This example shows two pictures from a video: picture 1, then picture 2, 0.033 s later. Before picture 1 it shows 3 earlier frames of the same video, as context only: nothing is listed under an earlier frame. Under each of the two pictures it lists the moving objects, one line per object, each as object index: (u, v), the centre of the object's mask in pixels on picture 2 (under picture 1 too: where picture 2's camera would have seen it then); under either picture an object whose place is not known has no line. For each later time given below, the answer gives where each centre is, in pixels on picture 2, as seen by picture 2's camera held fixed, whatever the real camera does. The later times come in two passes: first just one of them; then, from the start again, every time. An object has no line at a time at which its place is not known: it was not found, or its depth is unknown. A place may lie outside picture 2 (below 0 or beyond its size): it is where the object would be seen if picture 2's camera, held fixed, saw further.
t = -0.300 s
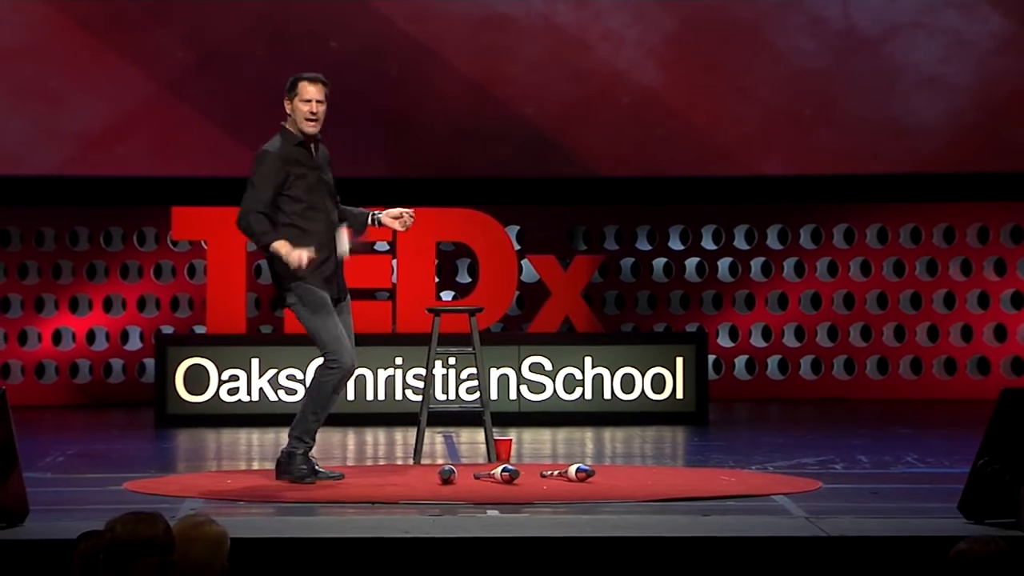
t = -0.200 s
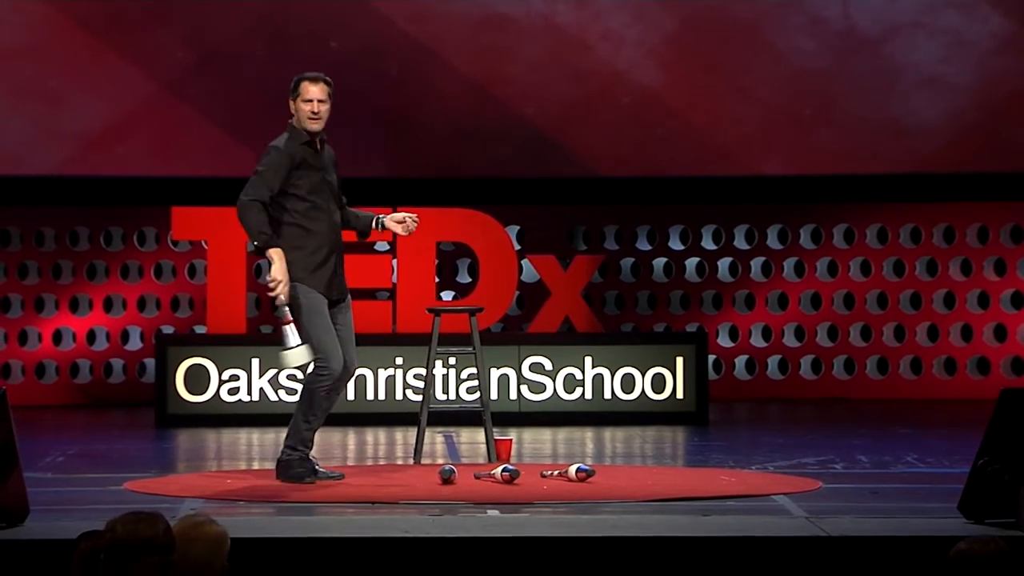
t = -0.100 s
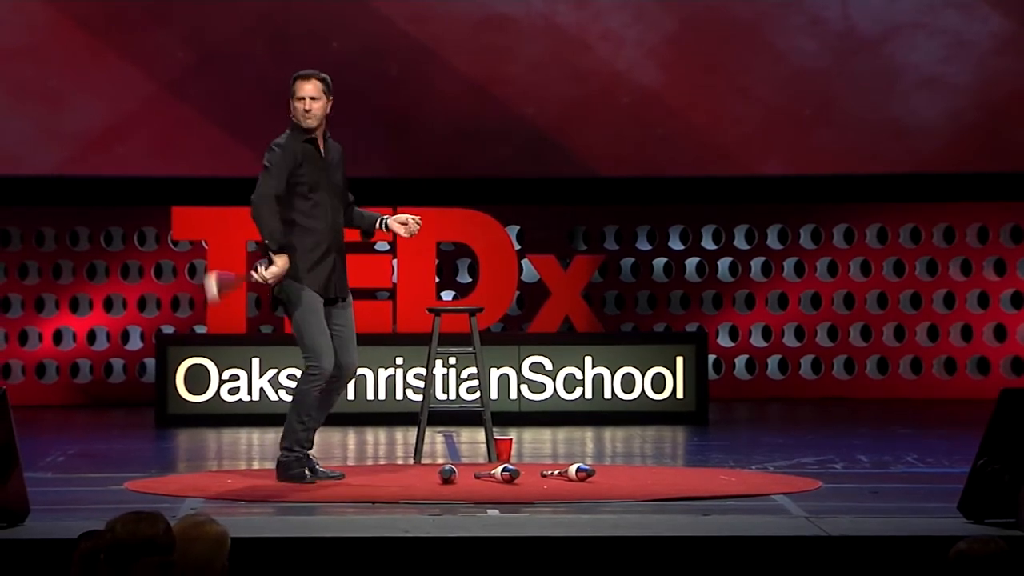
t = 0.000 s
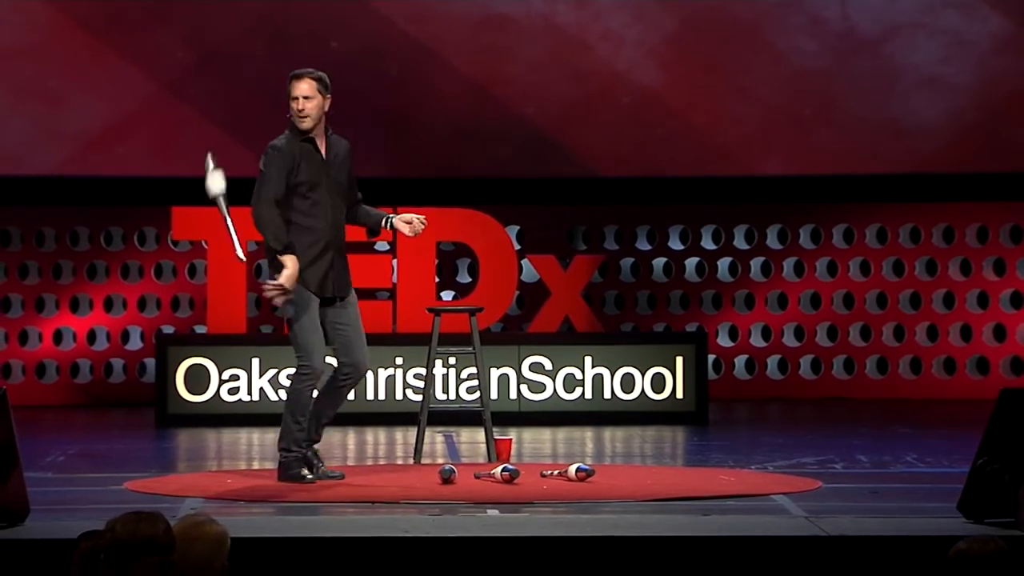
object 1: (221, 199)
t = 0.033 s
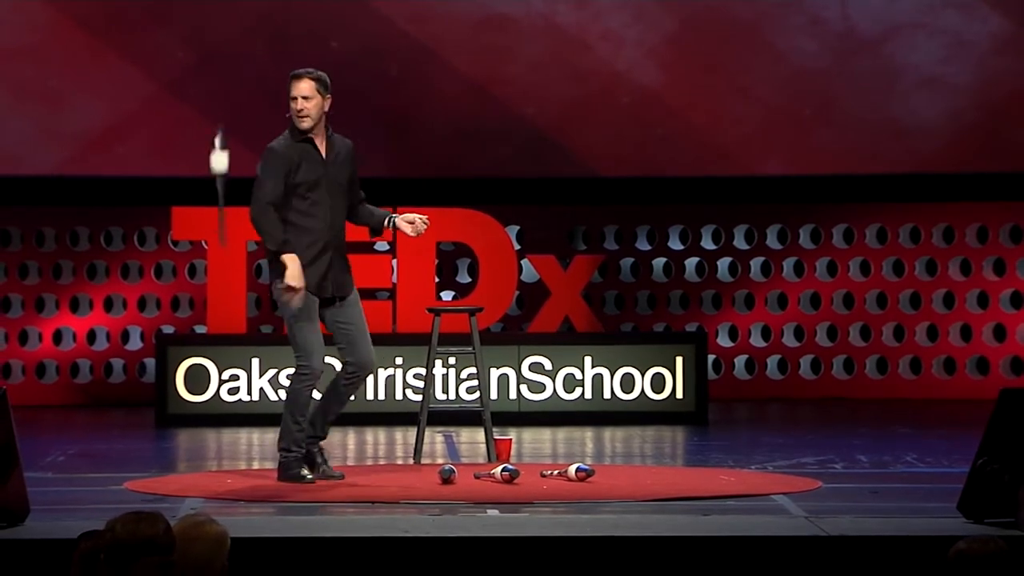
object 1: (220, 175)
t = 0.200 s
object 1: (210, 107)
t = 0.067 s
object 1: (220, 154)
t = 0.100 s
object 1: (228, 129)
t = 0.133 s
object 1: (230, 125)
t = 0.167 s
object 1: (210, 116)
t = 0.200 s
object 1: (210, 107)
